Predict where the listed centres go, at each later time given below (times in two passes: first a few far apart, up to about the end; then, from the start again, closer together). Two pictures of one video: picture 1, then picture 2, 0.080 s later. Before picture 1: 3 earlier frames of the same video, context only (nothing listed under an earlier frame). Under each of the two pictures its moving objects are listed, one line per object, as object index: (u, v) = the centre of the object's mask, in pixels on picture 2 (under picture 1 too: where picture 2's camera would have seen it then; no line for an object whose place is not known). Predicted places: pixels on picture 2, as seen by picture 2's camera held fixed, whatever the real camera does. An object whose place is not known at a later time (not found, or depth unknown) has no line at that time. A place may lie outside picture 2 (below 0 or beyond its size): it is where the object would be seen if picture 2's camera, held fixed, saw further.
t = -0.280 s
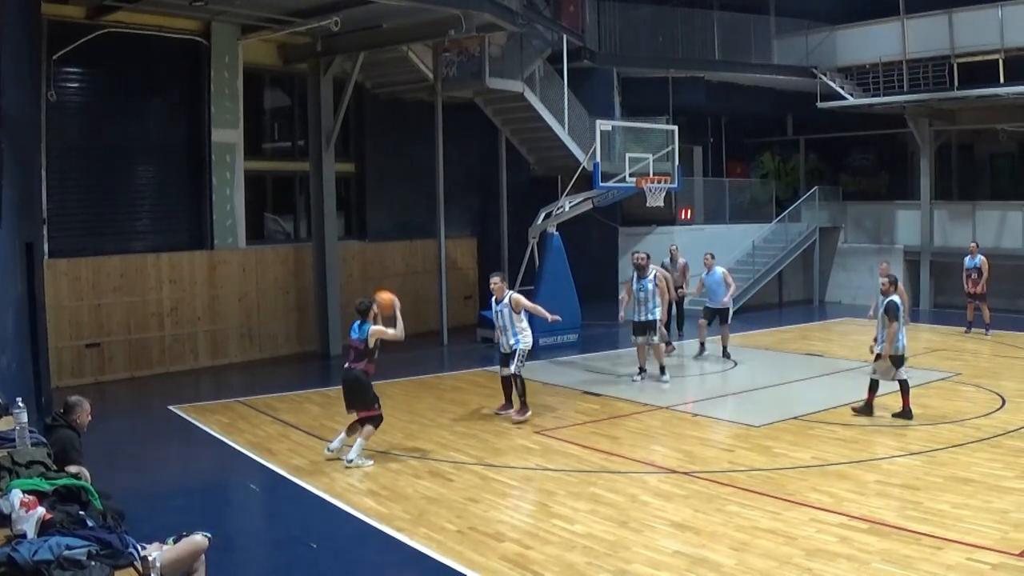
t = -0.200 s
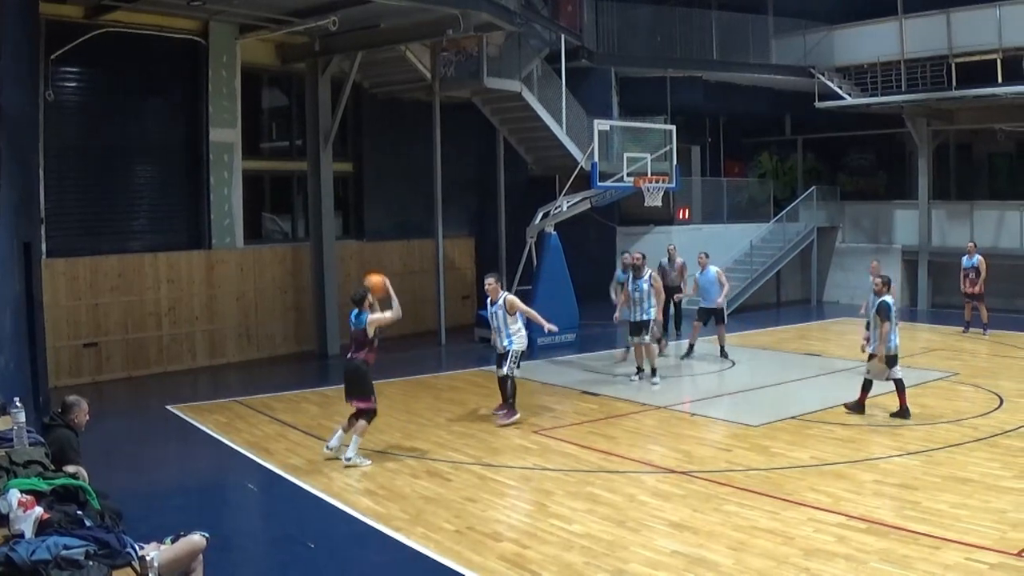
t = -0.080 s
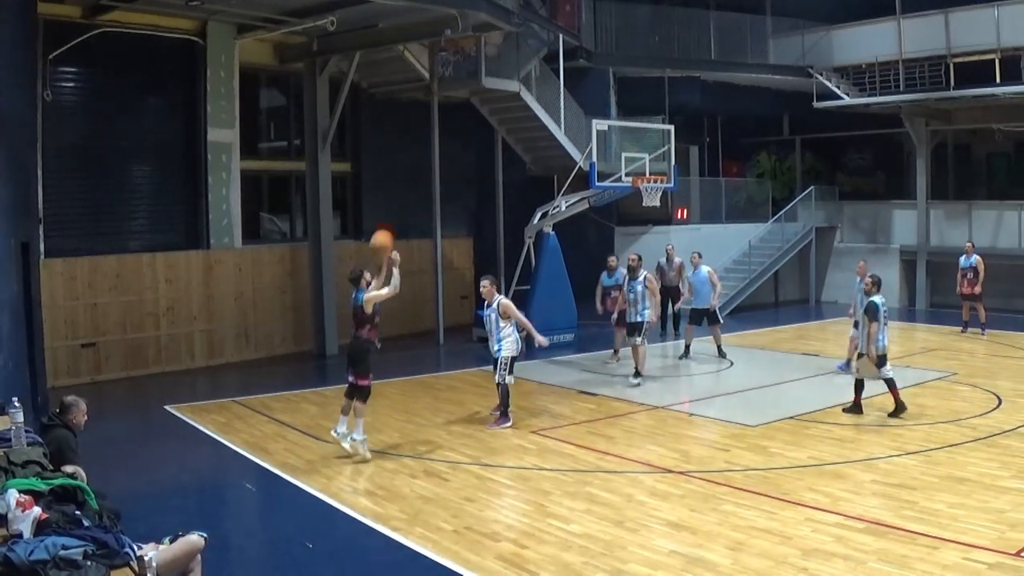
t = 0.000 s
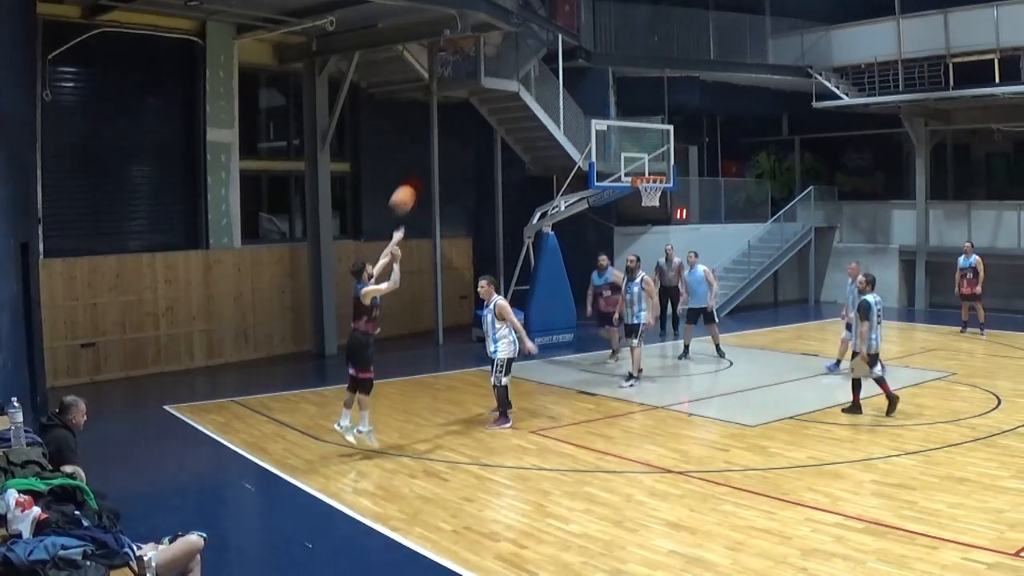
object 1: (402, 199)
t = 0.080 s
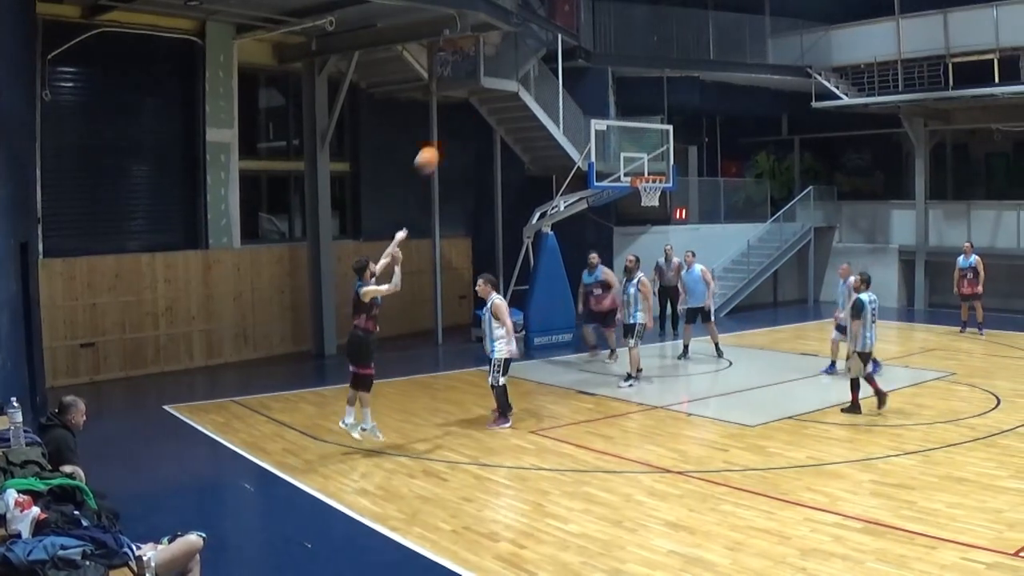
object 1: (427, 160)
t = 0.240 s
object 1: (471, 103)
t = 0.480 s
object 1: (531, 64)
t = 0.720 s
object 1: (578, 70)
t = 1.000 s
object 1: (625, 120)
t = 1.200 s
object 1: (651, 172)
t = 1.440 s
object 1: (657, 160)
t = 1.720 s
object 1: (693, 172)
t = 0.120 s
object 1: (439, 142)
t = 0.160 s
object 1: (450, 128)
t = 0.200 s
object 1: (461, 115)
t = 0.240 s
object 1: (471, 103)
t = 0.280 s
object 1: (482, 93)
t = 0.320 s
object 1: (493, 84)
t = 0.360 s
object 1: (504, 76)
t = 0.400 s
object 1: (513, 71)
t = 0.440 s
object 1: (522, 67)
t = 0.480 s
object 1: (531, 64)
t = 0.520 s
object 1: (539, 62)
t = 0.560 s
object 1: (547, 62)
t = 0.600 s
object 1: (555, 62)
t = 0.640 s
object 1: (563, 64)
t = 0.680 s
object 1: (570, 67)
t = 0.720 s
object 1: (578, 70)
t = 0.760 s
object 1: (585, 75)
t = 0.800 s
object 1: (592, 80)
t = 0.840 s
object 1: (599, 87)
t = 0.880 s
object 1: (606, 94)
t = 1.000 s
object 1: (625, 120)
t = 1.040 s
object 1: (633, 133)
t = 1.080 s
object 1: (639, 142)
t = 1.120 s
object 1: (644, 153)
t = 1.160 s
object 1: (651, 167)
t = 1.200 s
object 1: (651, 172)
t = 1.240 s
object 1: (643, 174)
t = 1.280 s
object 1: (639, 173)
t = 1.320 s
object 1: (642, 170)
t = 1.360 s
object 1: (646, 167)
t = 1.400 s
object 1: (651, 162)
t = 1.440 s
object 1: (657, 160)
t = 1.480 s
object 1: (662, 160)
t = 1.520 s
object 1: (667, 159)
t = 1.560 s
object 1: (672, 160)
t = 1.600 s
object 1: (676, 161)
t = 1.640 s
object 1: (682, 164)
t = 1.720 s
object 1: (693, 172)
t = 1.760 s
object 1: (698, 178)
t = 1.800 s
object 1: (704, 185)
